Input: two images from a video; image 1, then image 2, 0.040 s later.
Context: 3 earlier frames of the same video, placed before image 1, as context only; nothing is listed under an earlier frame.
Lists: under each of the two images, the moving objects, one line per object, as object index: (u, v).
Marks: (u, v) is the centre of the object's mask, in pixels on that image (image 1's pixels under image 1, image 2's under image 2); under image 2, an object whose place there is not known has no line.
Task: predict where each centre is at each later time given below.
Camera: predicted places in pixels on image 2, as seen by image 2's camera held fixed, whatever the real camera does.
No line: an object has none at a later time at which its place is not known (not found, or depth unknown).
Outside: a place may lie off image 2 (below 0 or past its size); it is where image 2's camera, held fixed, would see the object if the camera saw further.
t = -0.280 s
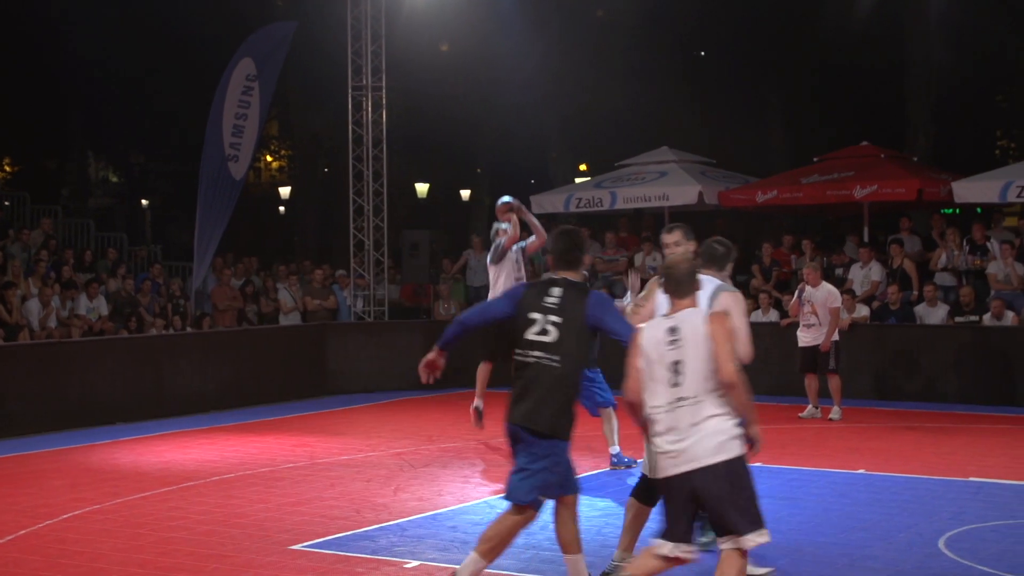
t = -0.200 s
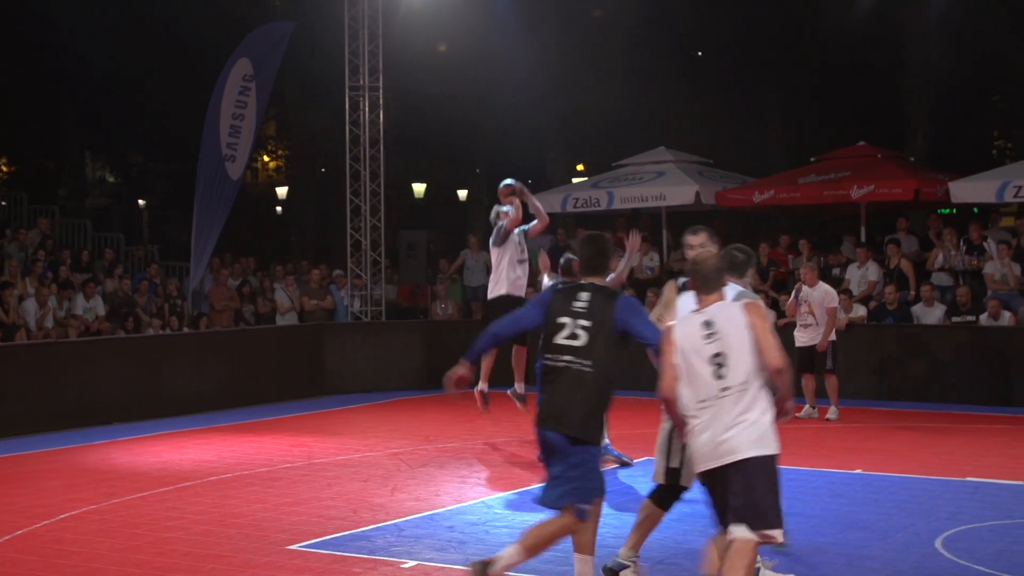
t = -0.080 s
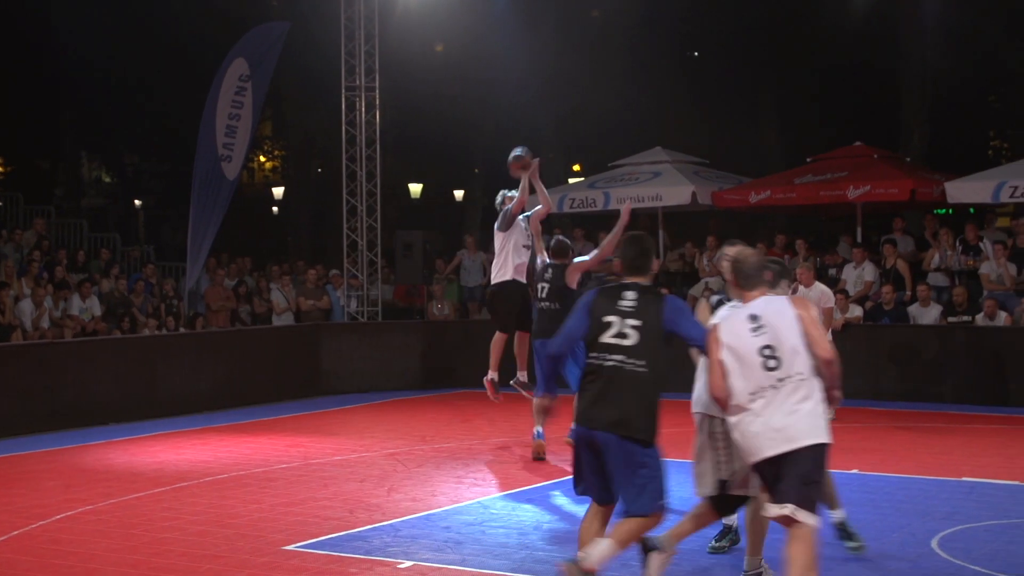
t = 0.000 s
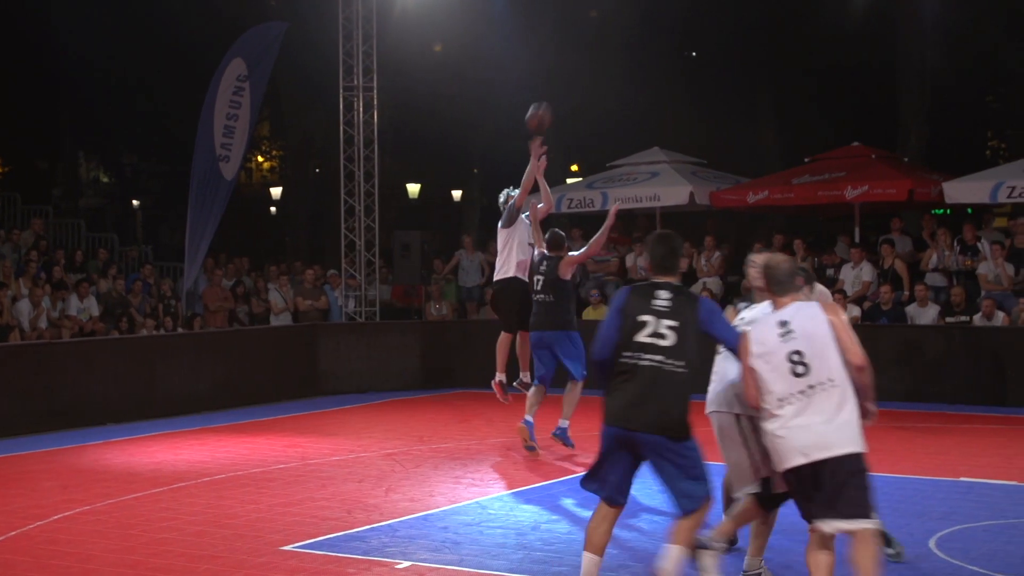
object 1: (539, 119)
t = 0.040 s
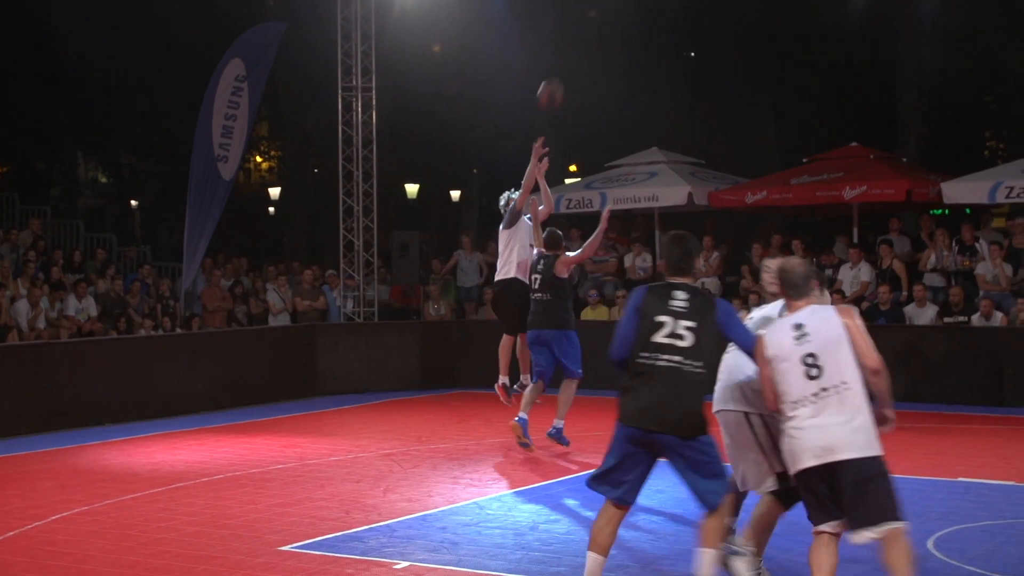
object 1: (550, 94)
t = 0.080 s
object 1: (564, 71)
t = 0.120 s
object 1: (578, 50)
